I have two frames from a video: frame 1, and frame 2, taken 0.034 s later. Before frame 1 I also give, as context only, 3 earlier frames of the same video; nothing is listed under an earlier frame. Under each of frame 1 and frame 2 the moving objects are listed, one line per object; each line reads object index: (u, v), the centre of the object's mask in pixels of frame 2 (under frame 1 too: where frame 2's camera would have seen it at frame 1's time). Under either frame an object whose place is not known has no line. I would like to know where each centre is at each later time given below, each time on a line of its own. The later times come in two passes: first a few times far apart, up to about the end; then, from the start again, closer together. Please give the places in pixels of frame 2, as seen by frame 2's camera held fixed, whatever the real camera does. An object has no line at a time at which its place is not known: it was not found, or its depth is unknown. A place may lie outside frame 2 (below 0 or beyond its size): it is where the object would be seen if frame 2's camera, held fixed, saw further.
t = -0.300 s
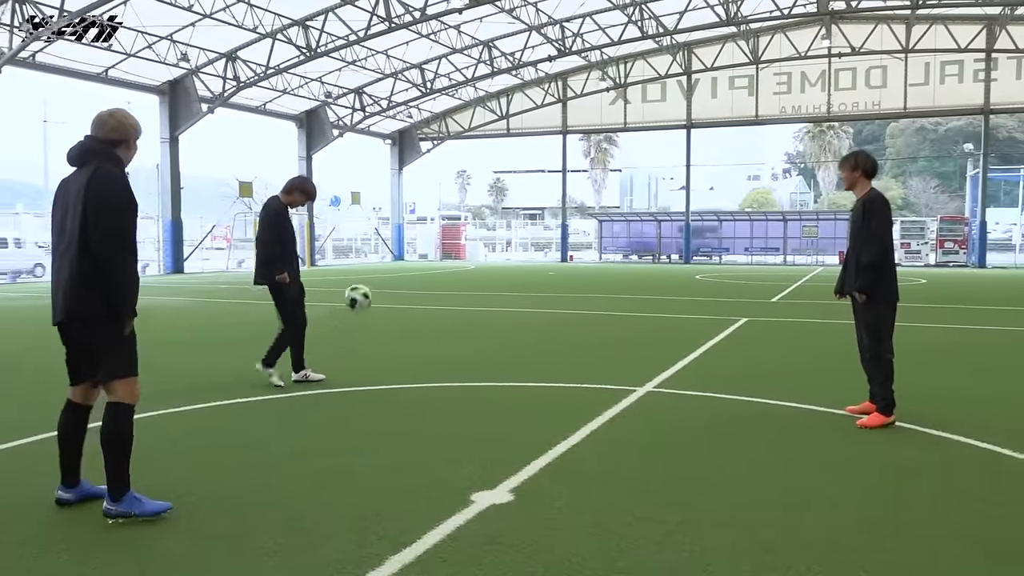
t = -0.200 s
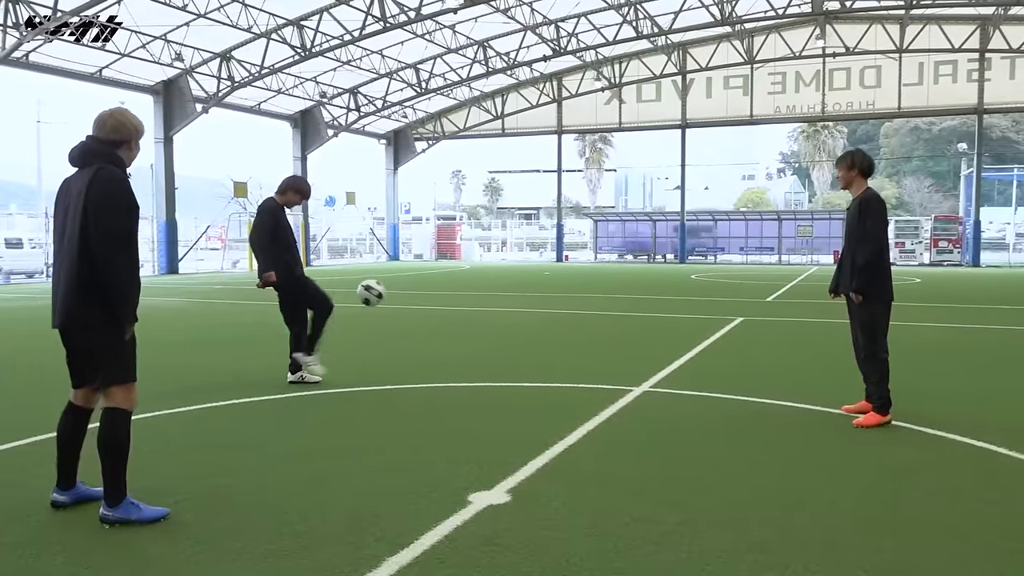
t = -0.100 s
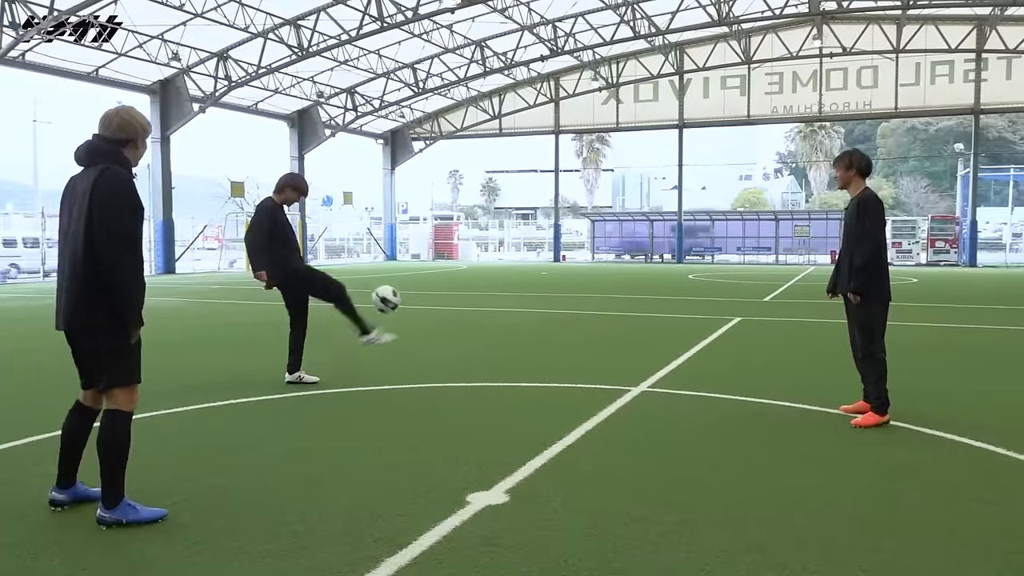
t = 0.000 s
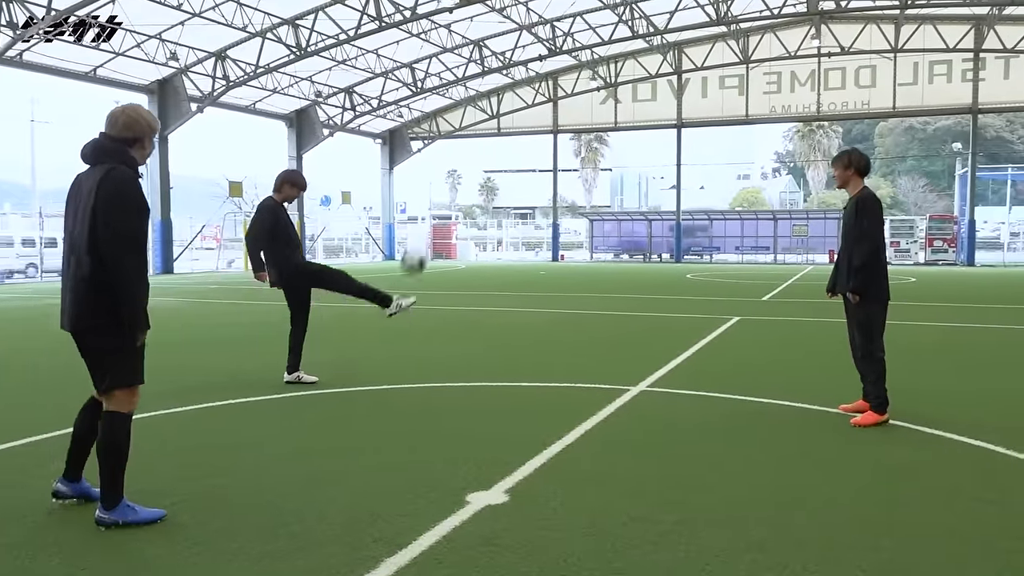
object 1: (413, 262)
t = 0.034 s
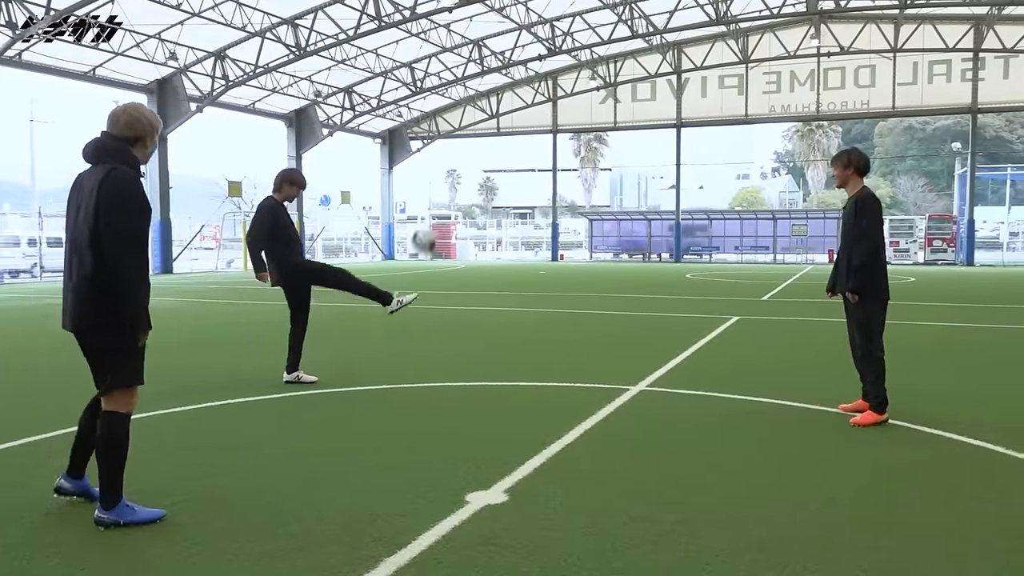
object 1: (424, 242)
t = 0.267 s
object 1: (506, 127)
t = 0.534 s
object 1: (605, 76)
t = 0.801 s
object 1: (709, 124)
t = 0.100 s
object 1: (447, 202)
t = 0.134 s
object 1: (457, 185)
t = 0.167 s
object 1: (471, 168)
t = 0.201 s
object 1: (483, 154)
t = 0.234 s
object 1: (495, 138)
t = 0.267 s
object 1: (506, 127)
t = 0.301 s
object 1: (519, 117)
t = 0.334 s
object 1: (532, 107)
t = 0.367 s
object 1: (543, 99)
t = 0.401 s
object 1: (555, 91)
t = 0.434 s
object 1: (567, 85)
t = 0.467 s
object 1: (581, 80)
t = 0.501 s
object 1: (592, 77)
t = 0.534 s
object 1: (605, 76)
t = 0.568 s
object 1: (617, 77)
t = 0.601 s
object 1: (629, 80)
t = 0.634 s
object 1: (643, 83)
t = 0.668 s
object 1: (656, 87)
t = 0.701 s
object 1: (669, 93)
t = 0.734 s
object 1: (680, 102)
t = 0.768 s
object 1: (696, 113)
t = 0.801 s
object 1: (709, 124)
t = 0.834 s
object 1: (722, 136)
